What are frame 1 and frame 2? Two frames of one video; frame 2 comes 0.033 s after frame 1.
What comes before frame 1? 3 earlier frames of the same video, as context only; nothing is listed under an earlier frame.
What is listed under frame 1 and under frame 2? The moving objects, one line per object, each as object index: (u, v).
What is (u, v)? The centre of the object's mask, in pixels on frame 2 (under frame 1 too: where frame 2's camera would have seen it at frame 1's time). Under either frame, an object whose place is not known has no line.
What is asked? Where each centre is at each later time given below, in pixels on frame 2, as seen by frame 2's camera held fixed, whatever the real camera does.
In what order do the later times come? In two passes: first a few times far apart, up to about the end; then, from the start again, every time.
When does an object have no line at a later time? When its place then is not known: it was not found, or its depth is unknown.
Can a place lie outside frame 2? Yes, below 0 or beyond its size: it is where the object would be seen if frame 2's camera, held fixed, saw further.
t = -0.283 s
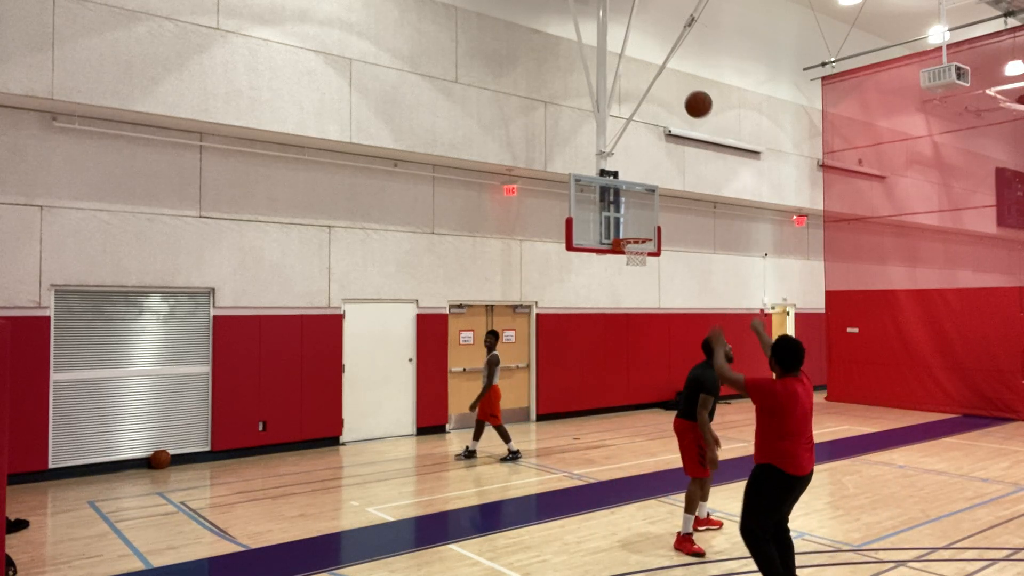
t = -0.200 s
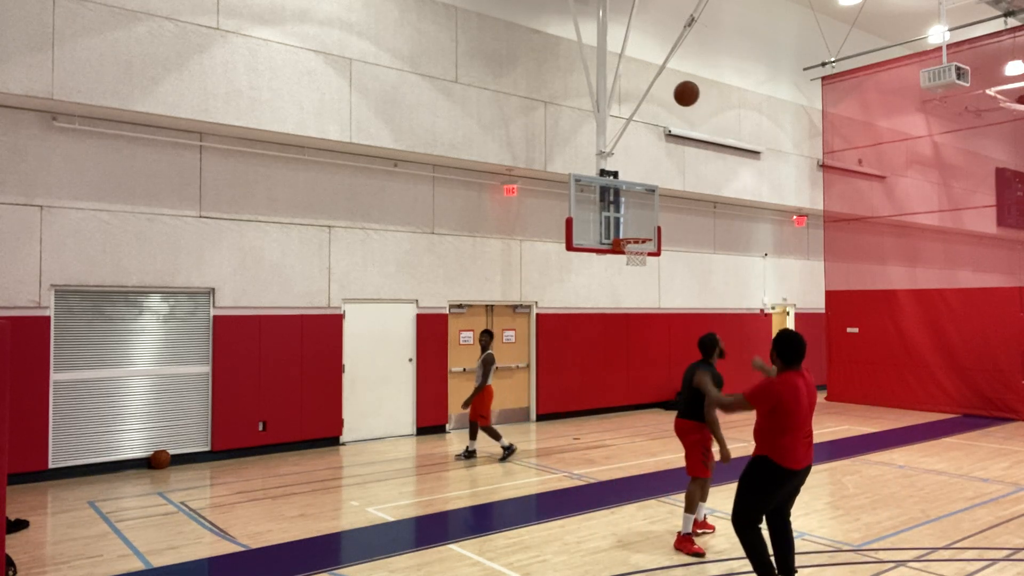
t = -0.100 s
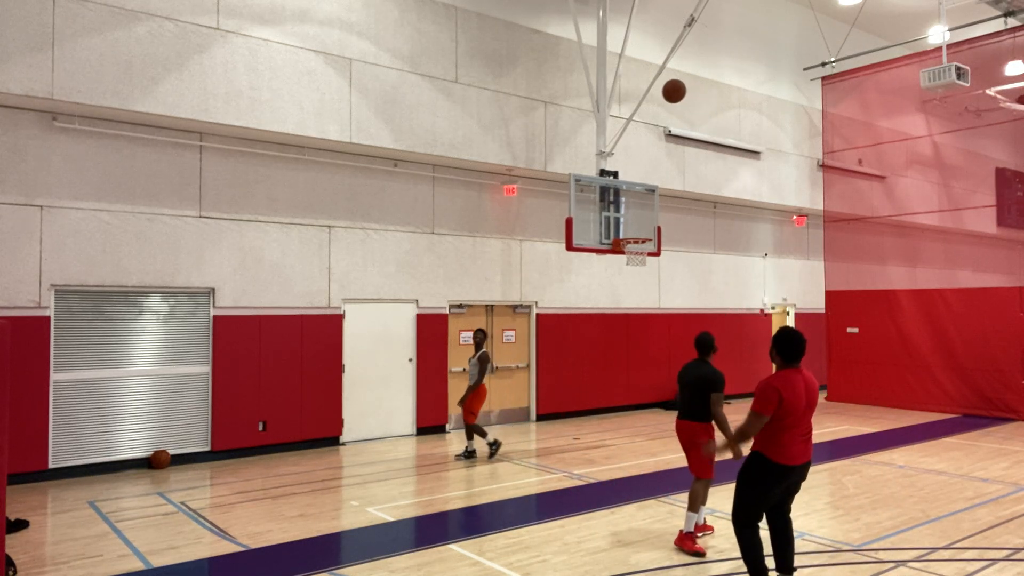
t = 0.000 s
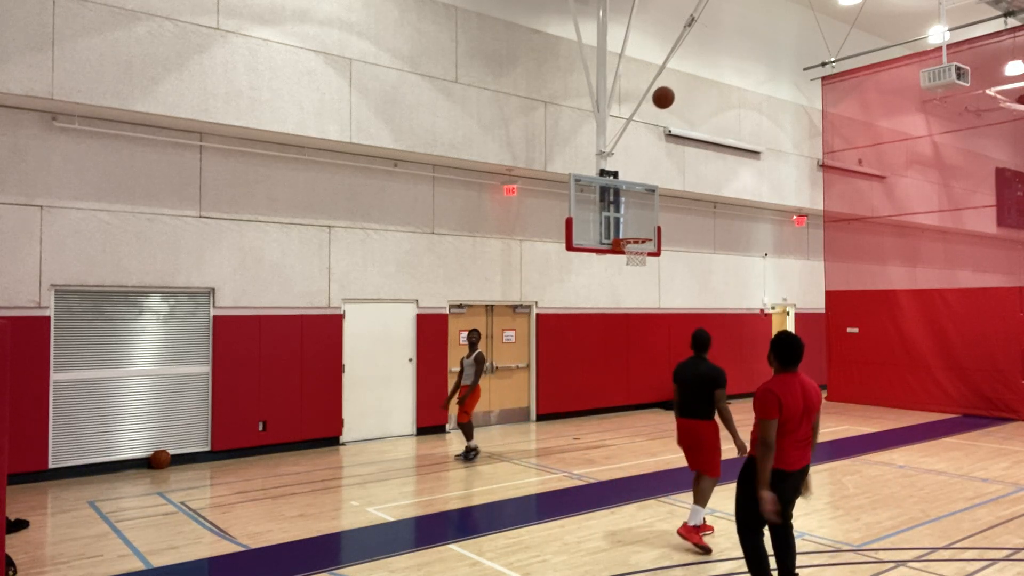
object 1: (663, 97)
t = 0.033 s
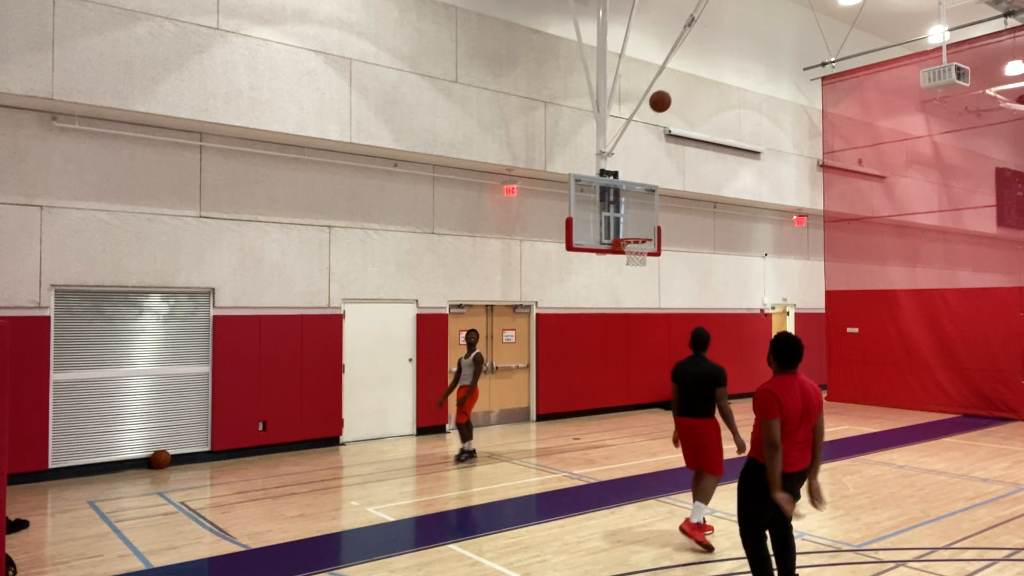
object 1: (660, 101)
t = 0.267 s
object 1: (641, 148)
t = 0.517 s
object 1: (626, 227)
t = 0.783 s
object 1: (582, 188)
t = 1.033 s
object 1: (537, 185)
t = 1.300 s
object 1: (488, 232)
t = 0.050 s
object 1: (658, 104)
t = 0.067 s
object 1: (657, 106)
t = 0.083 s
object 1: (655, 109)
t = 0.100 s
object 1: (654, 111)
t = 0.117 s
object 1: (653, 114)
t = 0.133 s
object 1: (651, 118)
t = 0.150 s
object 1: (650, 121)
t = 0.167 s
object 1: (648, 124)
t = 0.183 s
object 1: (647, 128)
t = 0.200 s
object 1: (646, 132)
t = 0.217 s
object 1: (644, 136)
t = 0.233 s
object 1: (643, 140)
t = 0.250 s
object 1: (642, 144)
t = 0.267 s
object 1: (641, 148)
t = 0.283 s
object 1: (640, 153)
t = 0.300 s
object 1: (638, 157)
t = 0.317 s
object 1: (637, 162)
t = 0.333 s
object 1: (636, 167)
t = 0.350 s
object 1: (635, 171)
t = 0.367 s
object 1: (634, 177)
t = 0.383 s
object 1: (633, 182)
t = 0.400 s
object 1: (632, 187)
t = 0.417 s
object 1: (631, 193)
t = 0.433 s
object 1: (630, 198)
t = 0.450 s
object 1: (630, 204)
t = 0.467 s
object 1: (629, 209)
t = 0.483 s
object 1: (628, 215)
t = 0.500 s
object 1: (627, 221)
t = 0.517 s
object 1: (626, 227)
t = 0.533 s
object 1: (625, 232)
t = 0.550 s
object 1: (623, 229)
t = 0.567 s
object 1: (620, 225)
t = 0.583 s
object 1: (617, 221)
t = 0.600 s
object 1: (614, 218)
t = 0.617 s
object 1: (611, 214)
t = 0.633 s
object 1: (608, 210)
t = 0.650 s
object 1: (605, 207)
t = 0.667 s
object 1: (601, 204)
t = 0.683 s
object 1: (599, 202)
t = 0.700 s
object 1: (596, 199)
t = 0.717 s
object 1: (594, 196)
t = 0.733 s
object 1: (590, 194)
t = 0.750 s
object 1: (588, 192)
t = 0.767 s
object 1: (585, 190)
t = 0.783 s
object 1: (582, 188)
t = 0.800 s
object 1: (579, 187)
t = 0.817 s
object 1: (576, 185)
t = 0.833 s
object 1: (573, 184)
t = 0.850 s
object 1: (570, 183)
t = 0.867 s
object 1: (567, 182)
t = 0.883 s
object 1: (564, 182)
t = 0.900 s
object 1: (561, 181)
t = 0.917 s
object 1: (558, 181)
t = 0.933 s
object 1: (555, 181)
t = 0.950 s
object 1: (552, 181)
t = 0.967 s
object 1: (549, 182)
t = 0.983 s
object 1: (546, 182)
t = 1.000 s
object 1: (543, 183)
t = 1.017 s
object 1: (540, 184)
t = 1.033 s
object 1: (537, 185)
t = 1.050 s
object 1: (534, 187)
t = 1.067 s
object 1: (531, 188)
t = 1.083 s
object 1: (528, 190)
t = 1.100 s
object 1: (525, 192)
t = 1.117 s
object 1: (523, 194)
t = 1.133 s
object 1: (520, 197)
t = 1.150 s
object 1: (516, 199)
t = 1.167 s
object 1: (513, 202)
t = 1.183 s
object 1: (510, 205)
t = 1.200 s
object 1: (507, 208)
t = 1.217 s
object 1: (504, 212)
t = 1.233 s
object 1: (501, 215)
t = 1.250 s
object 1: (498, 219)
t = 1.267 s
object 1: (495, 223)
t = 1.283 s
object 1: (491, 227)
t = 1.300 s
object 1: (488, 232)
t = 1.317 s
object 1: (485, 237)
